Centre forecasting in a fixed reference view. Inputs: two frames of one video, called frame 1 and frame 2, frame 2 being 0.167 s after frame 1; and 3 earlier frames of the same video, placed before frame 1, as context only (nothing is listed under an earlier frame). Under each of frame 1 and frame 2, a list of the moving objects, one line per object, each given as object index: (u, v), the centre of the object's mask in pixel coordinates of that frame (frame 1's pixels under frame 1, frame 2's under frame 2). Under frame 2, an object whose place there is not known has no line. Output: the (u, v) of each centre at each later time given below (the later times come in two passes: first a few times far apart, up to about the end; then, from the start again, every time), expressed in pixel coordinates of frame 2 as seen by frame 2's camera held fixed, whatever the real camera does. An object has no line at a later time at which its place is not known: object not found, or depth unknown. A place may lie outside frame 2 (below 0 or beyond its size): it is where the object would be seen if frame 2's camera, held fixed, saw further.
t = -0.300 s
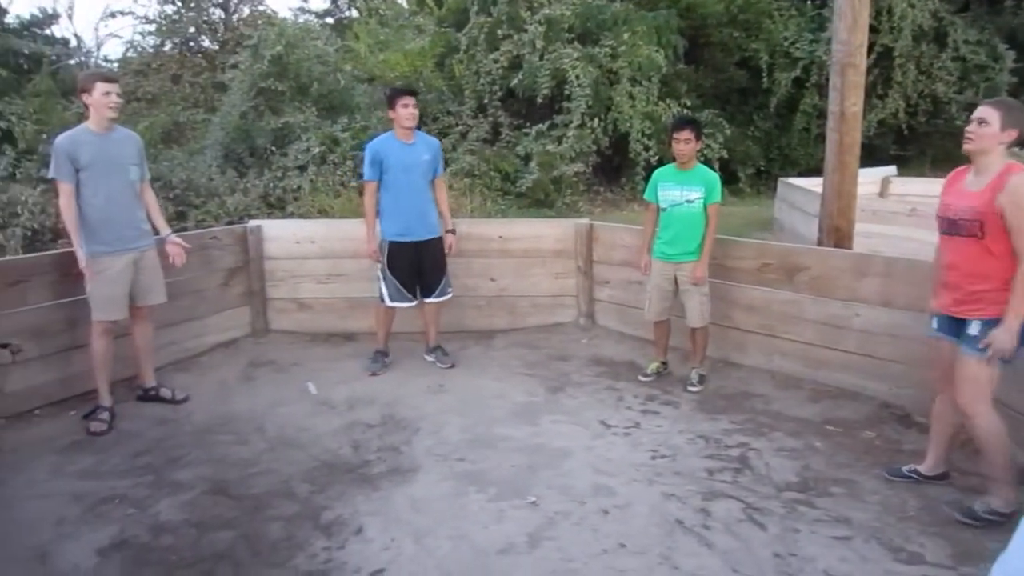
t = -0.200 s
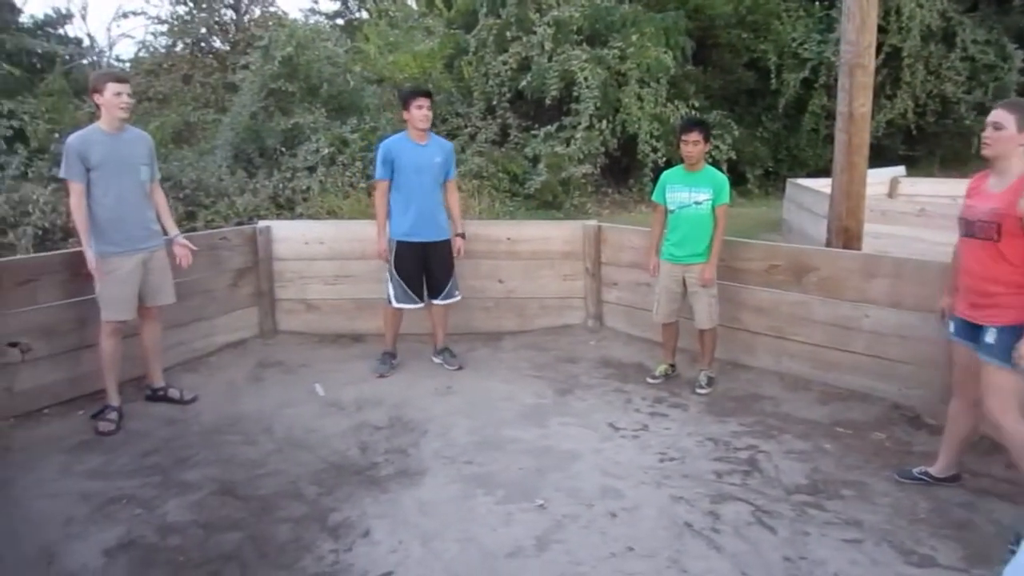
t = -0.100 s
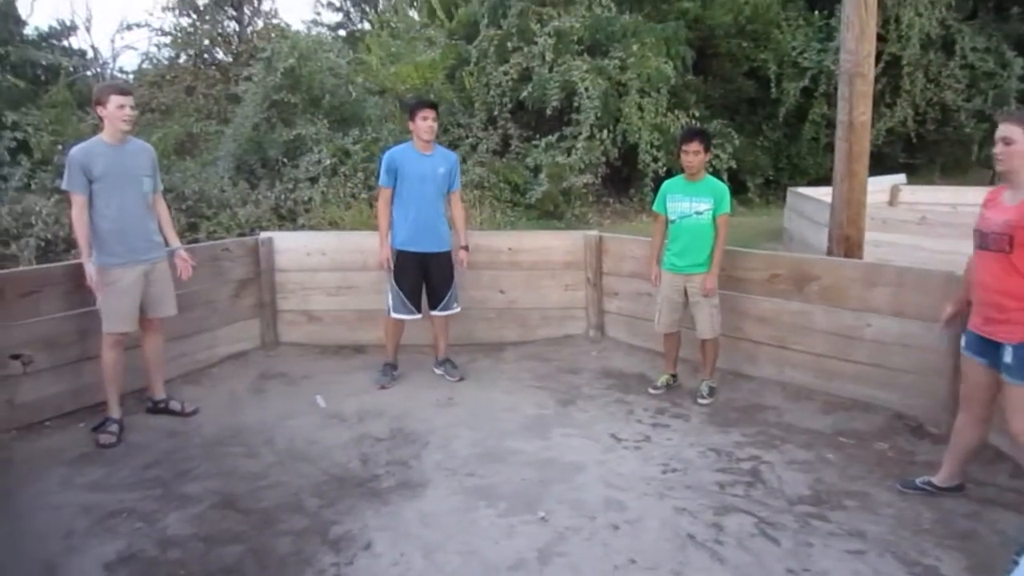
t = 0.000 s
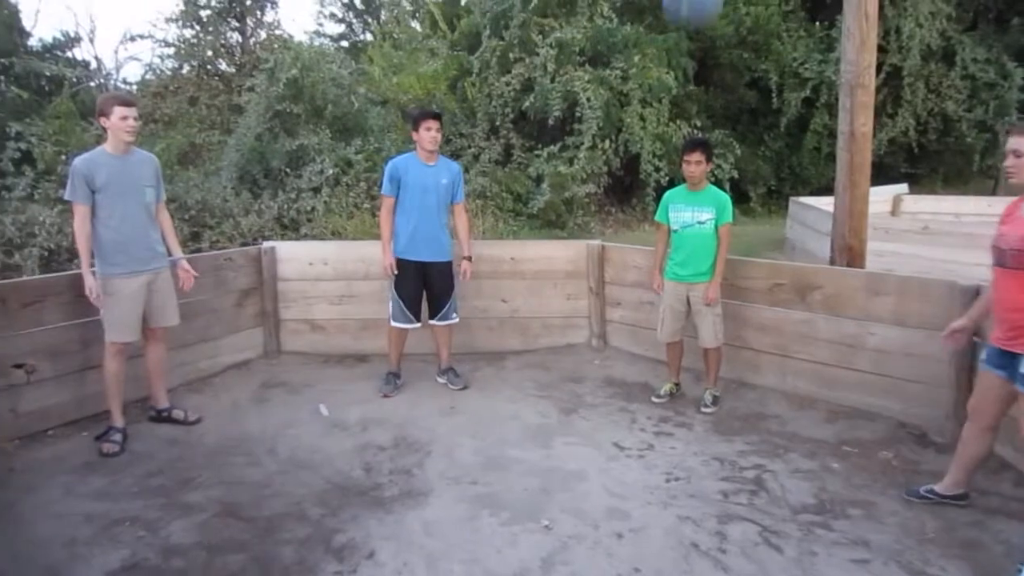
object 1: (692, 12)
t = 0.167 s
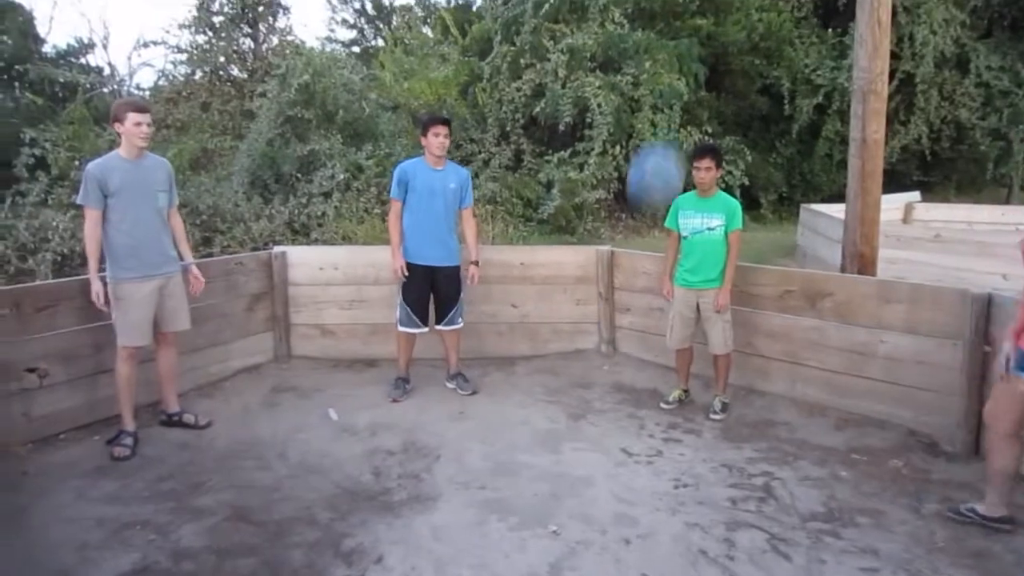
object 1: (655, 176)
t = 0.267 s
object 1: (630, 304)
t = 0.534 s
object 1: (565, 390)
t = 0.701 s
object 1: (527, 256)
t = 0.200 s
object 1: (645, 216)
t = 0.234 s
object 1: (638, 260)
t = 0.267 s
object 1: (630, 304)
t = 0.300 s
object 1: (618, 360)
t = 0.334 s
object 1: (608, 405)
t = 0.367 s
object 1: (602, 462)
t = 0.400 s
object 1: (593, 511)
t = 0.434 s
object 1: (586, 491)
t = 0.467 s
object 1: (580, 455)
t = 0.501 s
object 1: (572, 419)
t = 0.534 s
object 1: (565, 390)
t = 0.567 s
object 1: (559, 358)
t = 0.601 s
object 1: (549, 329)
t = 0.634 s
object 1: (543, 302)
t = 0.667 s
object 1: (534, 280)
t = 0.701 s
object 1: (527, 256)
